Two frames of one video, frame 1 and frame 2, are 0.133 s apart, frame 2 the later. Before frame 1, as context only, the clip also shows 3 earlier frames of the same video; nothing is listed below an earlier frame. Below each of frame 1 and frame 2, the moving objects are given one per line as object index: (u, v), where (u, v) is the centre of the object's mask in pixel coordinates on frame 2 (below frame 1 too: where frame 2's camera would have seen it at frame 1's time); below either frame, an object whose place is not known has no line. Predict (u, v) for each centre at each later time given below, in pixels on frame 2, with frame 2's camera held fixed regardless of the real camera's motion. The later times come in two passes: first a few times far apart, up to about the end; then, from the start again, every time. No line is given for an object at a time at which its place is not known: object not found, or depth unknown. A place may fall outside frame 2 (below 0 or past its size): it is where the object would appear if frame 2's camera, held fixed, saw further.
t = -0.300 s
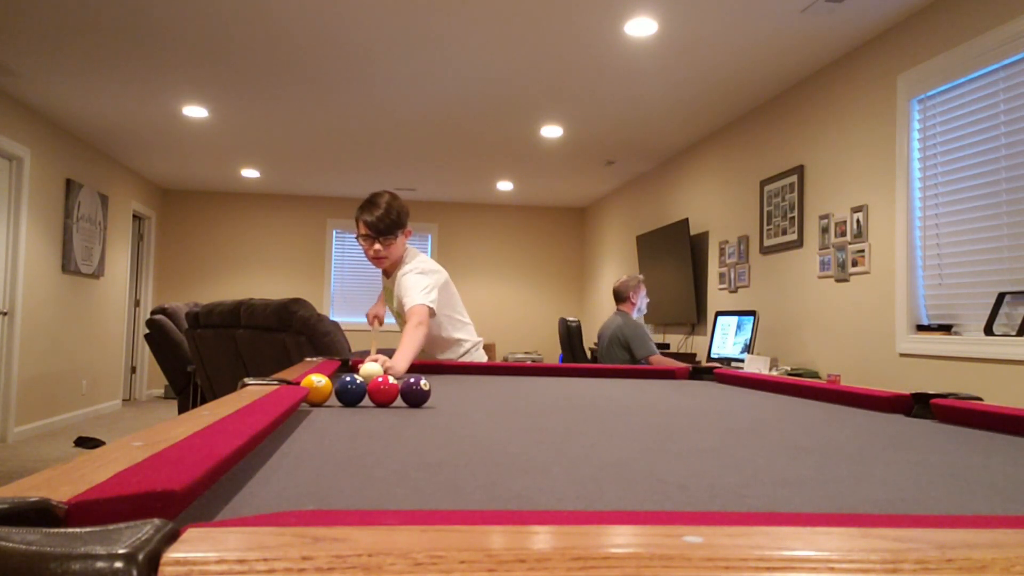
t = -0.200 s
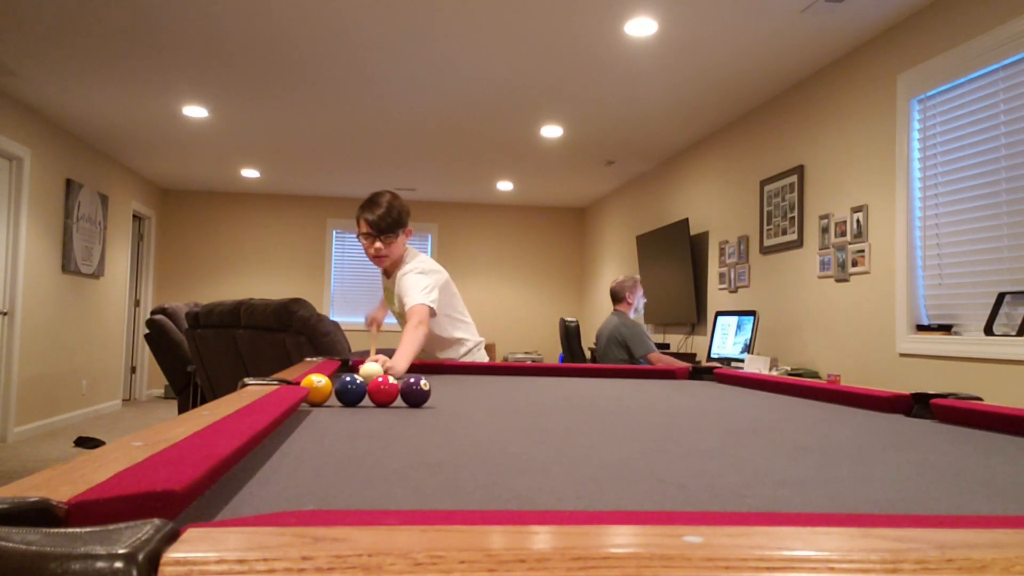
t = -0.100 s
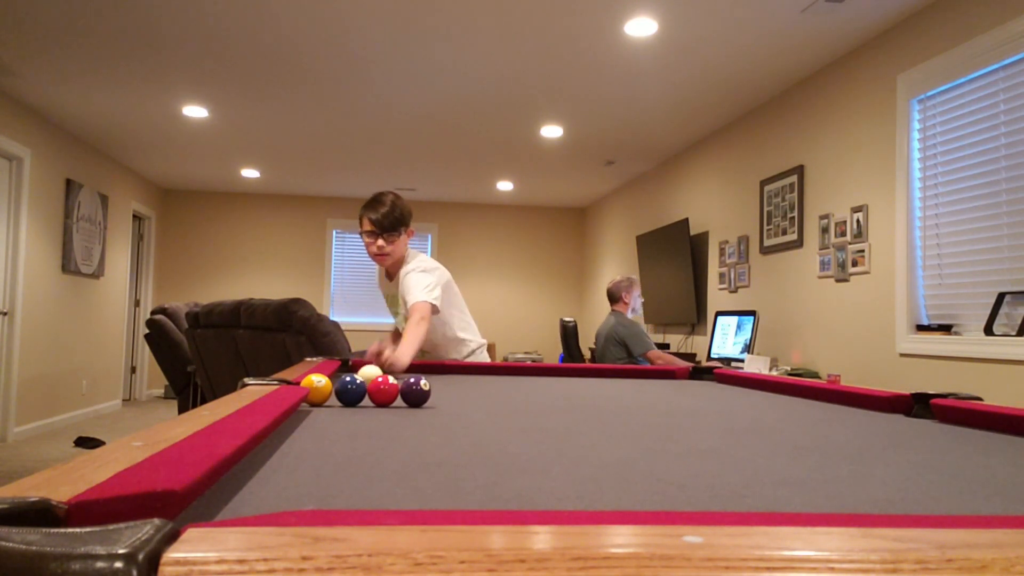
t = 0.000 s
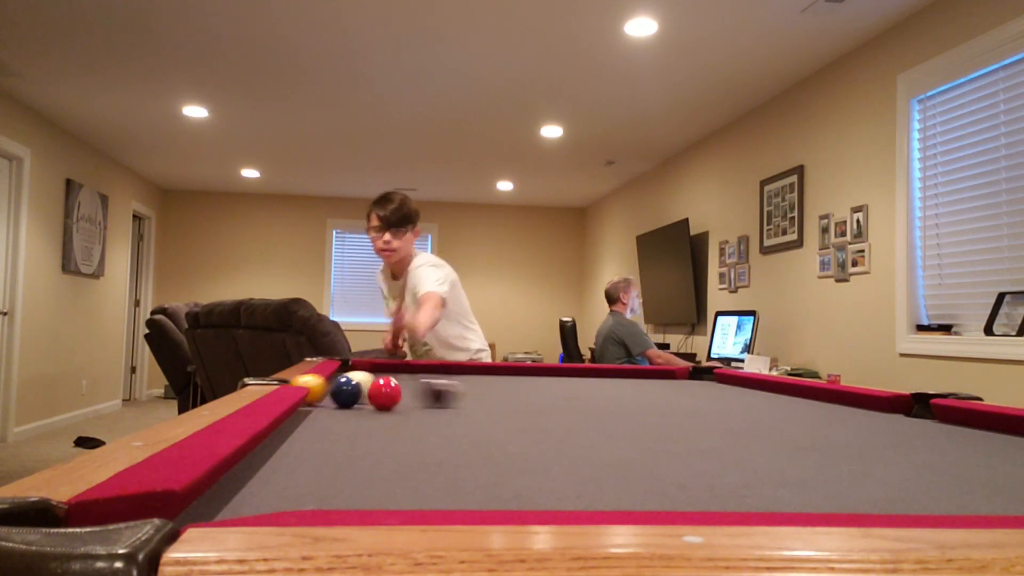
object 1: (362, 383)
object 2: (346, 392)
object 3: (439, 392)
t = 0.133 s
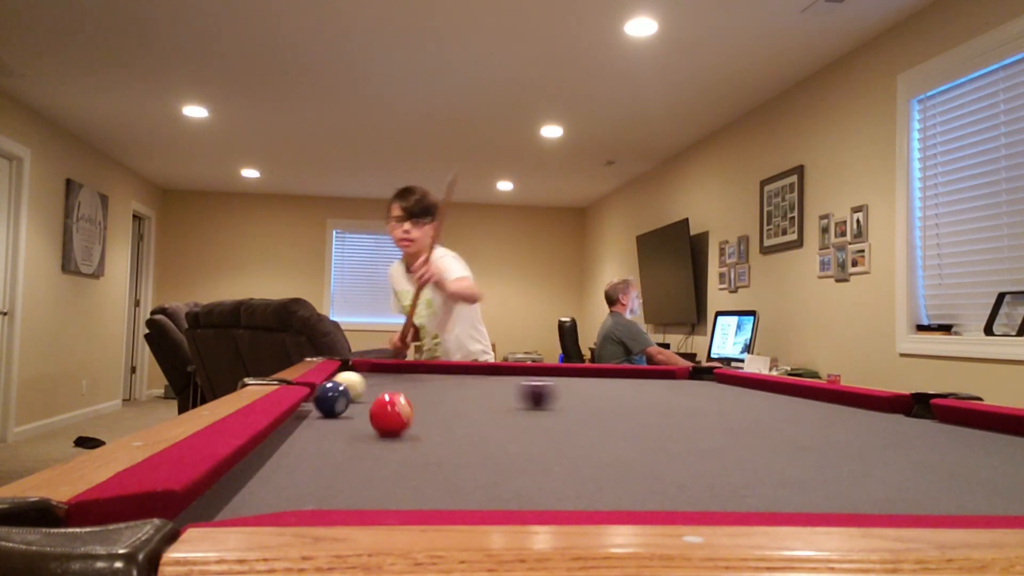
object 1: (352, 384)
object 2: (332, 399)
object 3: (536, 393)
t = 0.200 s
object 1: (362, 387)
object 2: (326, 402)
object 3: (579, 394)
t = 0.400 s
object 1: (399, 389)
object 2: (308, 415)
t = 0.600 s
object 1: (436, 392)
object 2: (298, 431)
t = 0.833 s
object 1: (480, 395)
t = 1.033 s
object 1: (517, 397)
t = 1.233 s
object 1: (554, 400)
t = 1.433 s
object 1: (590, 403)
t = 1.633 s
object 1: (626, 405)
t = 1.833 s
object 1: (661, 408)
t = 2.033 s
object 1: (694, 410)
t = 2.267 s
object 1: (732, 413)
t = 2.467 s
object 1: (762, 415)
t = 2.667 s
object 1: (791, 417)
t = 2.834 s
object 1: (814, 419)
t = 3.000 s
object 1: (835, 420)
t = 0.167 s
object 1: (357, 386)
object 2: (328, 400)
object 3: (558, 394)
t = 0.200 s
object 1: (362, 387)
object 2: (326, 402)
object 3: (579, 394)
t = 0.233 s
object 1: (369, 387)
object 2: (322, 404)
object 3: (598, 395)
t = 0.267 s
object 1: (375, 388)
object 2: (318, 406)
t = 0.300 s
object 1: (381, 388)
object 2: (315, 408)
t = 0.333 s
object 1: (387, 389)
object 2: (311, 410)
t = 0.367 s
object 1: (393, 389)
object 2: (309, 412)
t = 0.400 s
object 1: (399, 389)
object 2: (308, 415)
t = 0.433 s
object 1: (406, 390)
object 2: (307, 417)
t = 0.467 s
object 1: (412, 390)
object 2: (305, 419)
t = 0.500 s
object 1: (418, 391)
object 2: (303, 422)
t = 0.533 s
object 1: (424, 391)
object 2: (302, 425)
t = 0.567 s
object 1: (430, 392)
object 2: (300, 427)
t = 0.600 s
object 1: (436, 392)
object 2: (298, 431)
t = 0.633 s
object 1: (443, 392)
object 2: (296, 434)
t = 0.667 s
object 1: (449, 393)
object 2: (294, 437)
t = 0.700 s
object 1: (455, 393)
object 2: (291, 441)
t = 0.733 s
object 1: (461, 393)
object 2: (289, 444)
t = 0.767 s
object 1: (467, 394)
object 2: (286, 448)
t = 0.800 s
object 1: (473, 394)
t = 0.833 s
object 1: (480, 395)
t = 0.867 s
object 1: (486, 395)
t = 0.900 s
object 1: (492, 396)
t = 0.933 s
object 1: (498, 396)
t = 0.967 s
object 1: (505, 397)
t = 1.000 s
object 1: (511, 397)
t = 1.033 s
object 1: (517, 397)
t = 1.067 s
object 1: (523, 398)
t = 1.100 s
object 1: (529, 398)
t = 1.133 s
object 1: (535, 398)
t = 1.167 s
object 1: (541, 399)
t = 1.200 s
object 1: (548, 399)
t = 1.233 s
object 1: (554, 400)
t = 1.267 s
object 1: (560, 400)
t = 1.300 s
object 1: (566, 401)
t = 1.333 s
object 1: (572, 401)
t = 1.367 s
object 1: (578, 402)
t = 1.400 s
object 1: (584, 402)
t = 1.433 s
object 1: (590, 403)
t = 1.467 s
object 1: (596, 403)
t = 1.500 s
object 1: (602, 403)
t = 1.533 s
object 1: (608, 404)
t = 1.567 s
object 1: (614, 404)
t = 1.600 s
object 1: (620, 405)
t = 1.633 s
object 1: (626, 405)
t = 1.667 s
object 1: (632, 405)
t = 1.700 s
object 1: (637, 406)
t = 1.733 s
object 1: (643, 406)
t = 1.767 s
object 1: (649, 407)
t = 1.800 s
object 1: (655, 407)
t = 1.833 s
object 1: (661, 408)
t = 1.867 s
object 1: (666, 408)
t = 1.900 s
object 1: (672, 408)
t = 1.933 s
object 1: (678, 409)
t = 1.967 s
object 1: (683, 409)
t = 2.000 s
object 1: (689, 410)
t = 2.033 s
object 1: (694, 410)
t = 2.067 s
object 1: (700, 410)
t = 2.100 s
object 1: (706, 411)
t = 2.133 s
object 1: (711, 411)
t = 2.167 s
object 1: (716, 412)
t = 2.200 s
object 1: (721, 412)
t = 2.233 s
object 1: (727, 412)
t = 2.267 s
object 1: (732, 413)
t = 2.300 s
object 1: (737, 413)
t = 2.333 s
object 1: (742, 413)
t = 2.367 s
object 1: (748, 414)
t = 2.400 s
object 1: (753, 414)
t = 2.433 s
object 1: (758, 415)
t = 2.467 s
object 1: (762, 415)
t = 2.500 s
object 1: (768, 415)
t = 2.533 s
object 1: (772, 416)
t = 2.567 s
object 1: (777, 416)
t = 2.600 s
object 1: (782, 417)
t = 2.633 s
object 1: (787, 417)
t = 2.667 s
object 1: (791, 417)
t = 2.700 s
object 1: (796, 418)
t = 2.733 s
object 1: (801, 418)
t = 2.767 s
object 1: (805, 418)
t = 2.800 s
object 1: (810, 418)
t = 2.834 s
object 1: (814, 419)
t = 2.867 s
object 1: (818, 419)
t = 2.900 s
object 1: (823, 419)
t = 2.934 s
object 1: (827, 420)
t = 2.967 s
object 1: (831, 420)
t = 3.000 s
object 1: (835, 420)
